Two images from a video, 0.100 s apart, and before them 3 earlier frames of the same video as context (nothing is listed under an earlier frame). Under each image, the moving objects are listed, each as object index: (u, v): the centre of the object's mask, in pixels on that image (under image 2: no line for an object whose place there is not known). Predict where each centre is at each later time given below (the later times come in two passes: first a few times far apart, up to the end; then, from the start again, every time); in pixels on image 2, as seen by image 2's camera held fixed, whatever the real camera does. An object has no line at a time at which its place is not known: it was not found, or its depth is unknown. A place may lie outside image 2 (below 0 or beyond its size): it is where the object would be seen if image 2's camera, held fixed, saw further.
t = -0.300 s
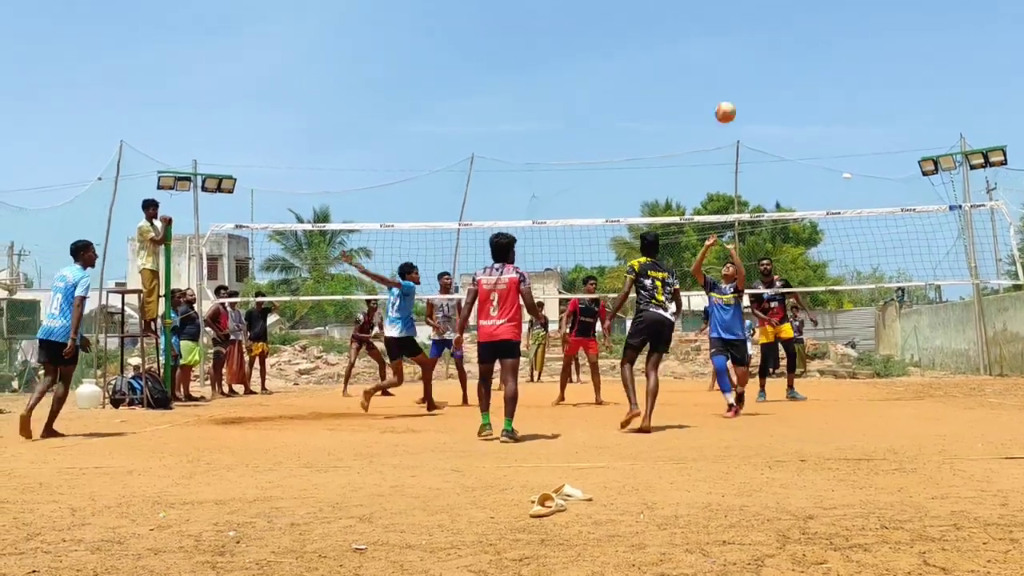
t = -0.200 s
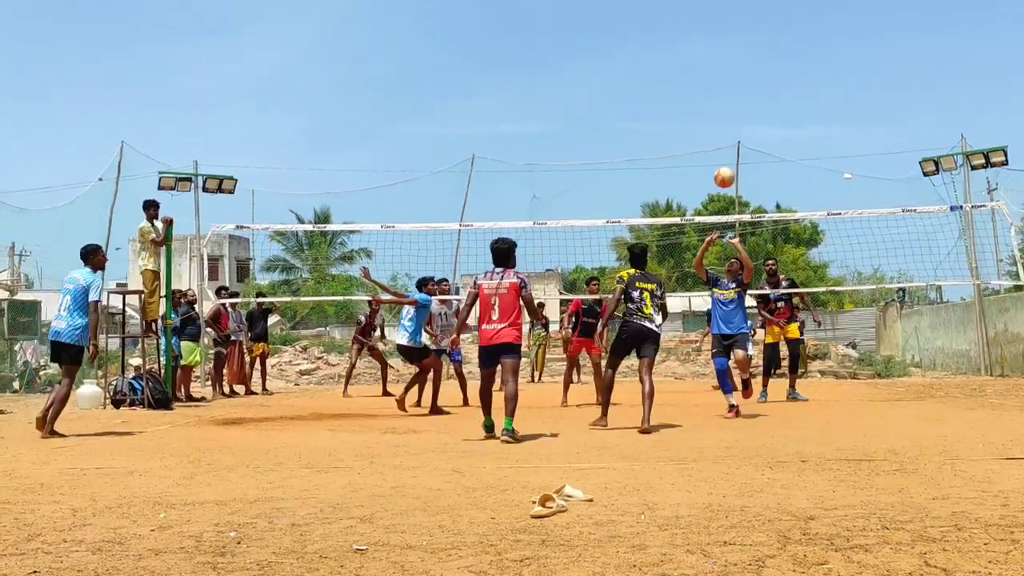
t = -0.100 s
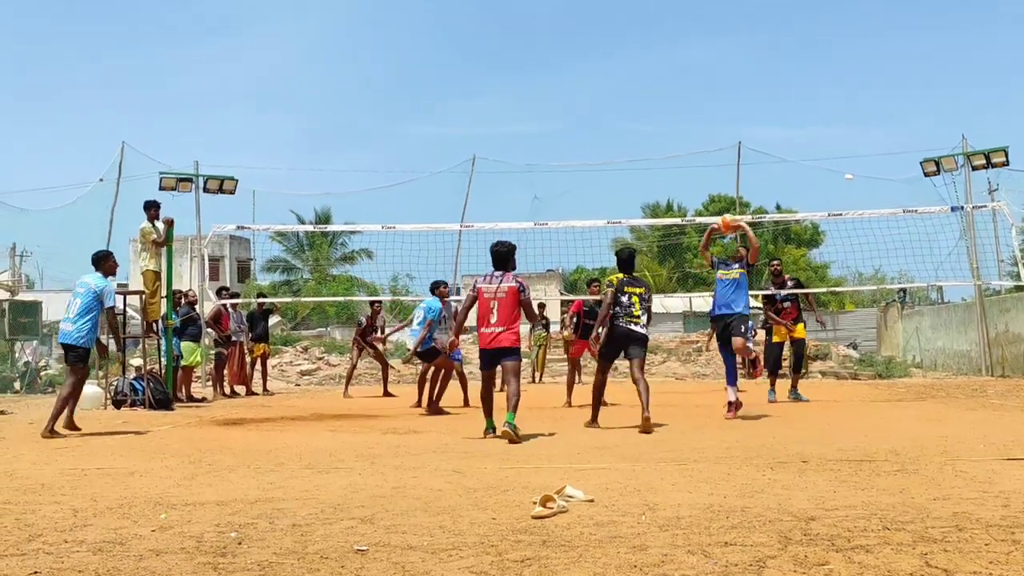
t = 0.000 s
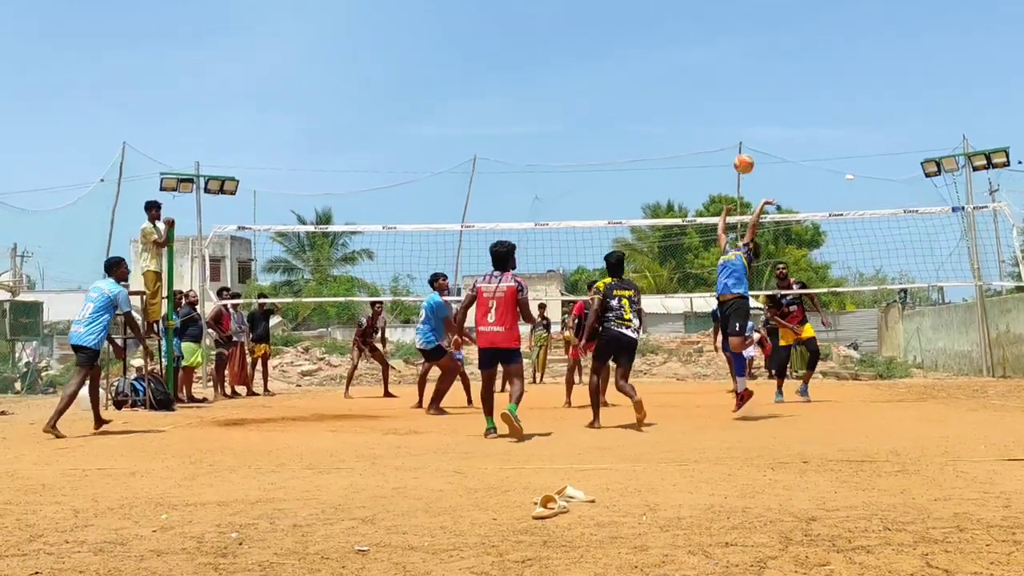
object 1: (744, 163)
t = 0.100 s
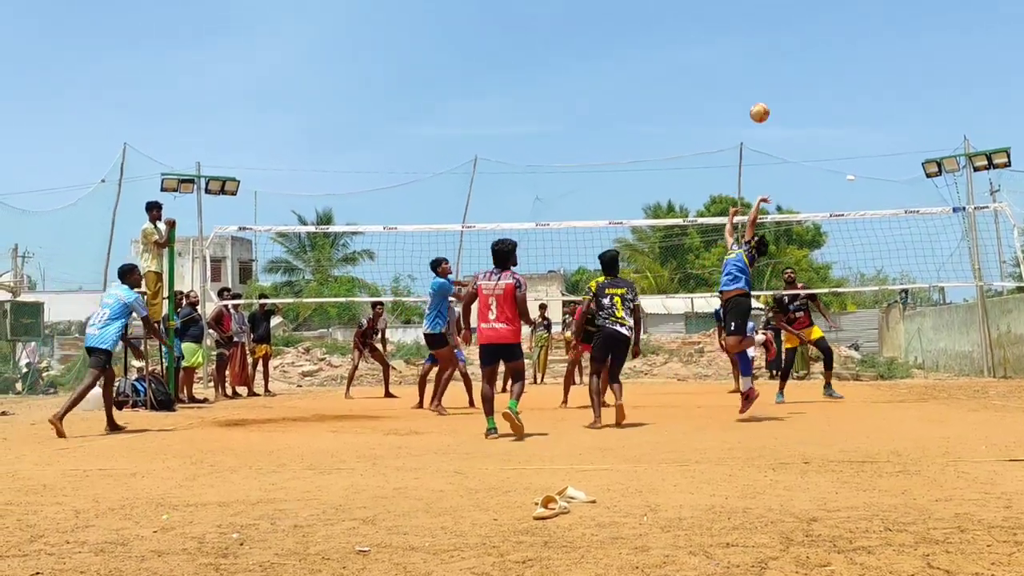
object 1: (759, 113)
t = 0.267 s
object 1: (784, 50)
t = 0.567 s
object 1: (829, 7)
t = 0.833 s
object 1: (867, 33)
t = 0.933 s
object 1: (881, 57)
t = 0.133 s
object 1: (764, 98)
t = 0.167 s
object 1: (769, 84)
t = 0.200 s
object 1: (774, 71)
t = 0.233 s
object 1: (779, 60)
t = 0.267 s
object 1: (784, 50)
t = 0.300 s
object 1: (789, 41)
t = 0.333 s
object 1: (794, 33)
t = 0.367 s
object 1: (799, 26)
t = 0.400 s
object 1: (804, 21)
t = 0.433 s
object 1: (809, 16)
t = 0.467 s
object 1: (814, 12)
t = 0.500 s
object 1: (819, 9)
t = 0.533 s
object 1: (824, 7)
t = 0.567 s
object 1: (829, 7)
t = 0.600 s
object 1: (834, 7)
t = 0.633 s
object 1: (838, 7)
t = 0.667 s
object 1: (843, 9)
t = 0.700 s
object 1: (848, 12)
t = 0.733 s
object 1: (853, 16)
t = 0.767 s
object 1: (858, 21)
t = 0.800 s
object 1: (863, 26)
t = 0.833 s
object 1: (867, 33)
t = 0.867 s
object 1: (872, 40)
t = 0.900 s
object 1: (877, 48)
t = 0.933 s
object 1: (881, 57)
